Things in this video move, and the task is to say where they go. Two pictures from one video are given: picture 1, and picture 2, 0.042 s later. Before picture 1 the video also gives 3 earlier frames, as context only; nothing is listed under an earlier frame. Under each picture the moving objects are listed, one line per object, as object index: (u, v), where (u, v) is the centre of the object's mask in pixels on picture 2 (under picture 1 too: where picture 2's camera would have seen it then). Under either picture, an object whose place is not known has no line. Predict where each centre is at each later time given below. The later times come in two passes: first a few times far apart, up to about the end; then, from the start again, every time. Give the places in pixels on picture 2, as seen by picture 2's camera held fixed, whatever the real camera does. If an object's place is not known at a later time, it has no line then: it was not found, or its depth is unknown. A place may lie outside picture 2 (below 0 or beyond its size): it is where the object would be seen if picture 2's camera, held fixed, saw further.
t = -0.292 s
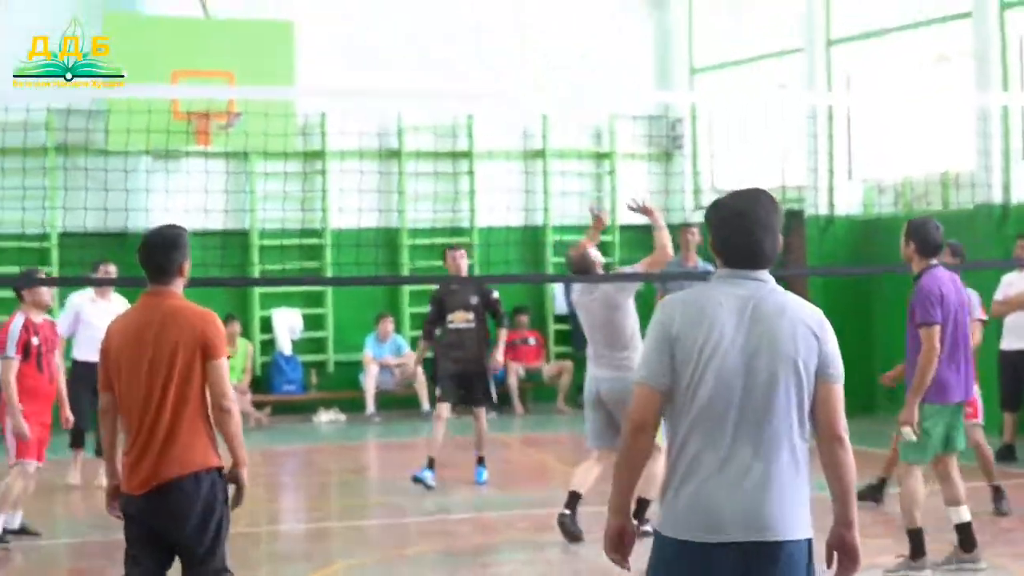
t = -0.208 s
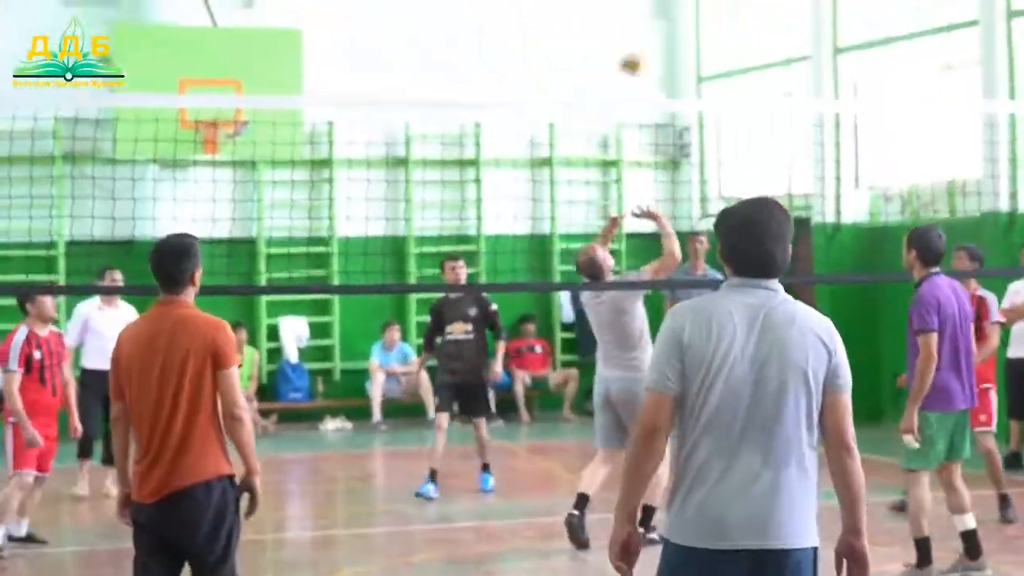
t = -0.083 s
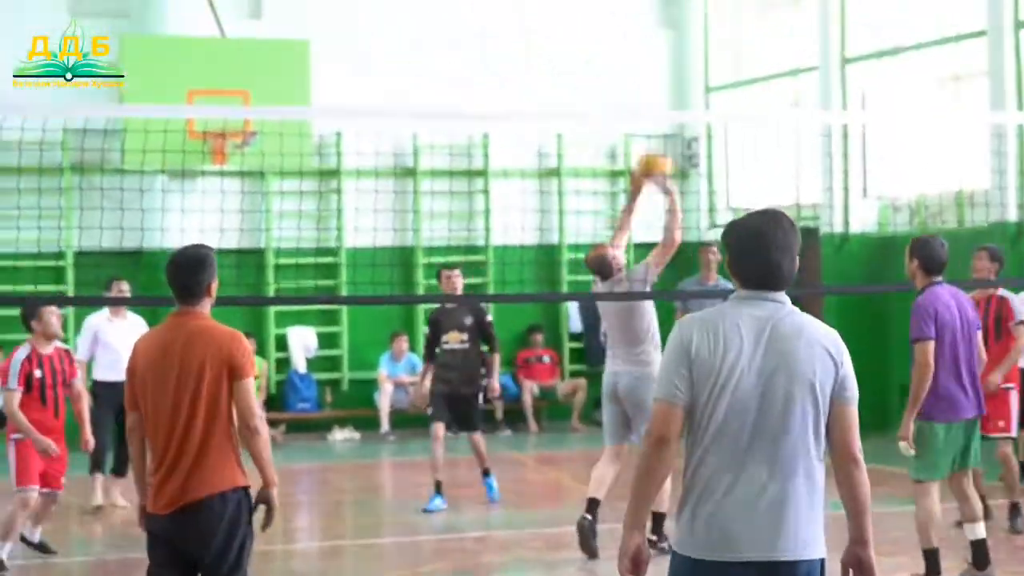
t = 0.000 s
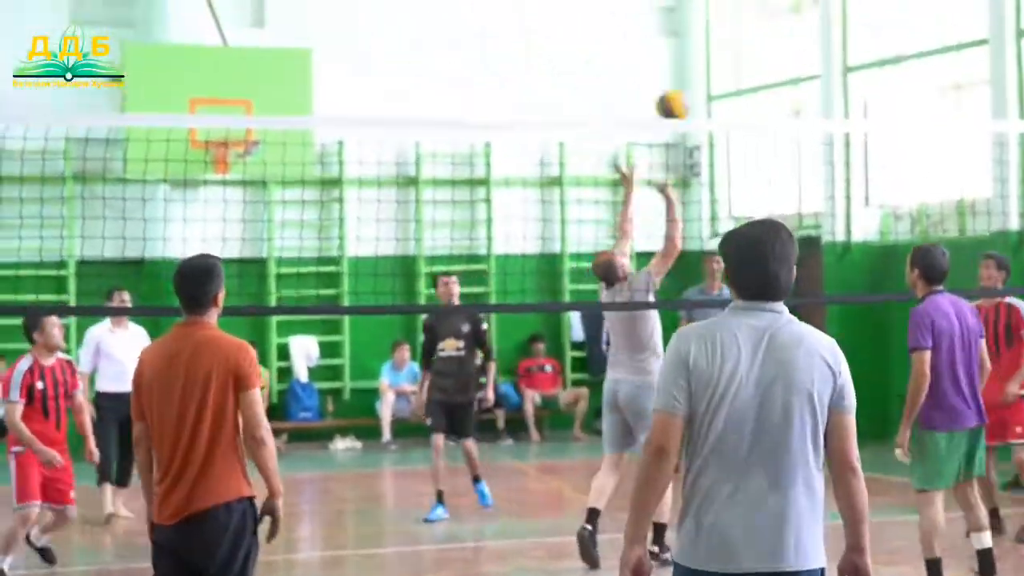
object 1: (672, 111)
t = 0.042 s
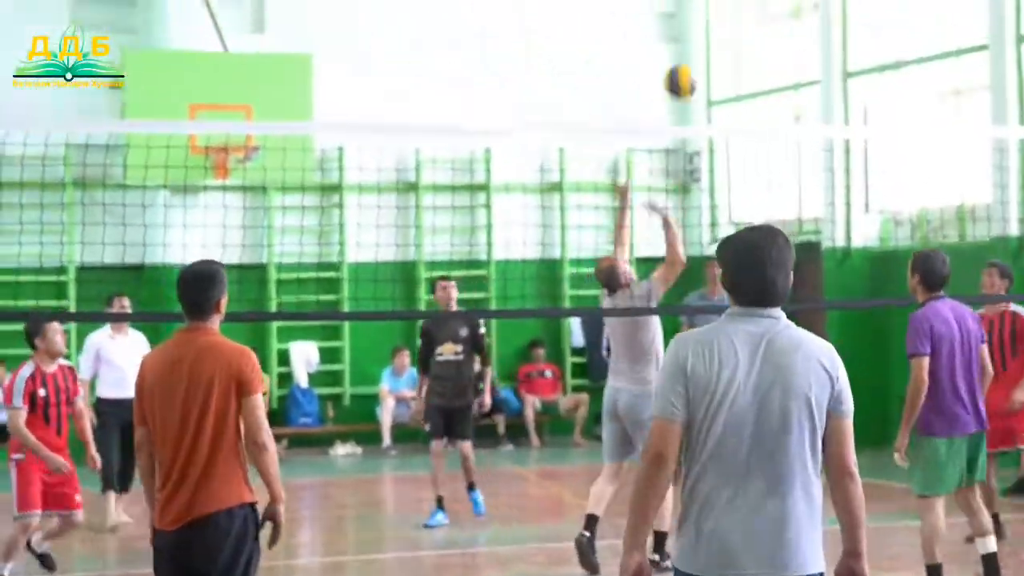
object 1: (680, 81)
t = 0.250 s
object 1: (728, -39)
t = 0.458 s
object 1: (777, -84)
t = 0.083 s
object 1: (687, 54)
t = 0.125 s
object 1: (695, 28)
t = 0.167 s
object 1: (705, 5)
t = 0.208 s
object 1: (718, -24)
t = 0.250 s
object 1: (728, -39)
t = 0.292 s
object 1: (738, -51)
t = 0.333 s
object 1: (746, -61)
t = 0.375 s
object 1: (756, -72)
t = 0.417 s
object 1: (767, -78)
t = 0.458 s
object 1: (777, -84)
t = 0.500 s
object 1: (786, -86)
